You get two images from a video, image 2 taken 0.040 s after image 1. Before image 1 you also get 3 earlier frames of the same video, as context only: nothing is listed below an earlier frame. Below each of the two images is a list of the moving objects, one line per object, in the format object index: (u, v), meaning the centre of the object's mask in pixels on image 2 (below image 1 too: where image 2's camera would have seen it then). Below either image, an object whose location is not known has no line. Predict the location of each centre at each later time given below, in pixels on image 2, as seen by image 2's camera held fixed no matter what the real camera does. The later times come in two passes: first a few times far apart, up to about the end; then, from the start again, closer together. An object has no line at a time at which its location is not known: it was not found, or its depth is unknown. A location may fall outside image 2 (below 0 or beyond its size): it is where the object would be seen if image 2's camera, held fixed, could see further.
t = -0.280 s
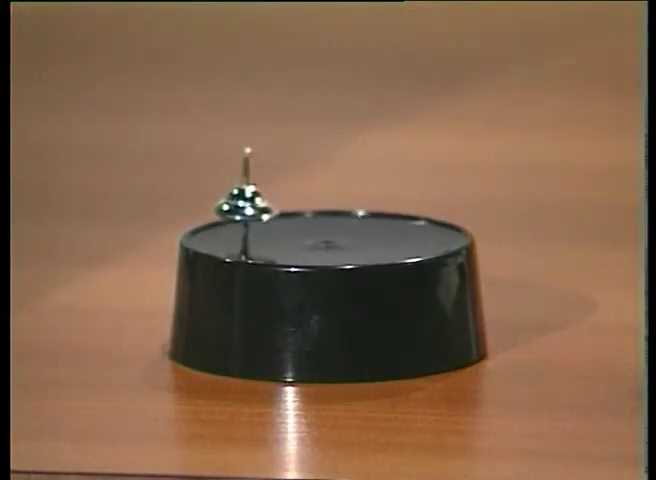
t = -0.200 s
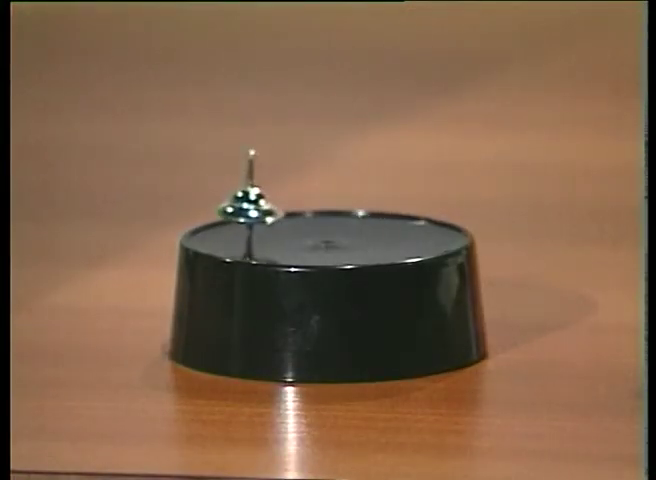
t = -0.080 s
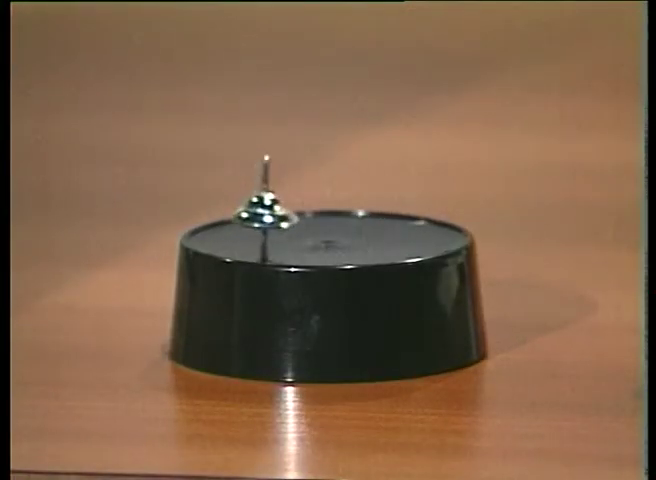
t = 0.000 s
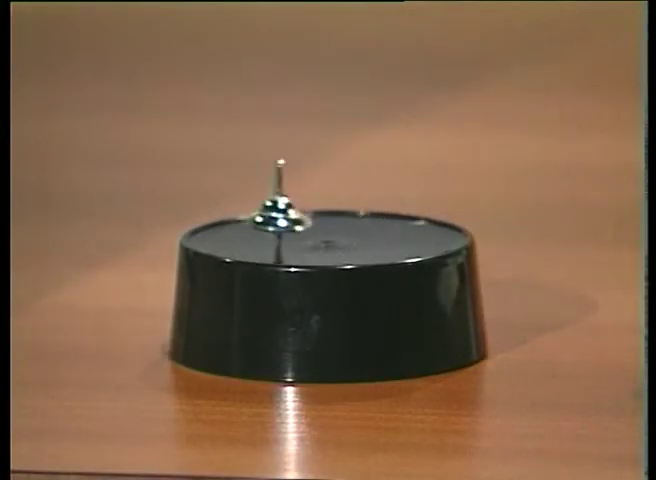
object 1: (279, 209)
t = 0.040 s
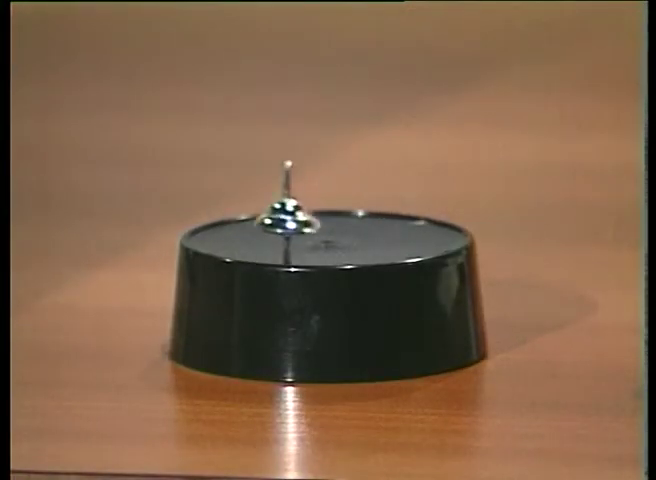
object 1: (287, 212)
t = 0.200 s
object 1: (318, 219)
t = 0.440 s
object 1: (341, 223)
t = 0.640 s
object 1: (340, 220)
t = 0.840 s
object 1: (348, 209)
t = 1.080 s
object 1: (341, 196)
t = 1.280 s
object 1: (333, 198)
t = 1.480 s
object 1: (297, 209)
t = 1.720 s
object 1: (258, 220)
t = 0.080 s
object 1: (296, 214)
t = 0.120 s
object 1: (305, 216)
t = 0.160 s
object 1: (312, 218)
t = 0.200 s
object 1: (318, 219)
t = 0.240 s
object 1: (324, 220)
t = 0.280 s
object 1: (329, 222)
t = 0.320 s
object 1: (333, 222)
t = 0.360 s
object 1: (336, 223)
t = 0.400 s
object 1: (339, 223)
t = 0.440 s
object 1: (341, 223)
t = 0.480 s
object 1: (342, 223)
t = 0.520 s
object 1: (343, 223)
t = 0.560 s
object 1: (343, 222)
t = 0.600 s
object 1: (342, 221)
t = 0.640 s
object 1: (340, 220)
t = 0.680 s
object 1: (338, 218)
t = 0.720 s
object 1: (336, 216)
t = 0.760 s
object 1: (336, 215)
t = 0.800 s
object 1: (340, 212)
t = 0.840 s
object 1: (348, 209)
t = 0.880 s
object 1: (352, 205)
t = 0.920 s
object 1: (348, 201)
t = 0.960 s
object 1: (345, 199)
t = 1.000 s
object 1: (344, 197)
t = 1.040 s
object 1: (343, 196)
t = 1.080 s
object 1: (341, 196)
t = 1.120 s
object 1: (340, 195)
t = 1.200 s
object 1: (337, 195)
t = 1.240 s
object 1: (335, 196)
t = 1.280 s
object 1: (333, 198)
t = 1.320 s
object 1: (330, 199)
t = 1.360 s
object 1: (326, 201)
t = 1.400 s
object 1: (319, 203)
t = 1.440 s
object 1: (309, 205)
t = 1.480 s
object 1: (297, 209)
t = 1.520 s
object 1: (291, 214)
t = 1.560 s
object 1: (285, 215)
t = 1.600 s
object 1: (276, 217)
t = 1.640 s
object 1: (269, 218)
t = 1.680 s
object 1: (263, 219)
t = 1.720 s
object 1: (258, 220)
